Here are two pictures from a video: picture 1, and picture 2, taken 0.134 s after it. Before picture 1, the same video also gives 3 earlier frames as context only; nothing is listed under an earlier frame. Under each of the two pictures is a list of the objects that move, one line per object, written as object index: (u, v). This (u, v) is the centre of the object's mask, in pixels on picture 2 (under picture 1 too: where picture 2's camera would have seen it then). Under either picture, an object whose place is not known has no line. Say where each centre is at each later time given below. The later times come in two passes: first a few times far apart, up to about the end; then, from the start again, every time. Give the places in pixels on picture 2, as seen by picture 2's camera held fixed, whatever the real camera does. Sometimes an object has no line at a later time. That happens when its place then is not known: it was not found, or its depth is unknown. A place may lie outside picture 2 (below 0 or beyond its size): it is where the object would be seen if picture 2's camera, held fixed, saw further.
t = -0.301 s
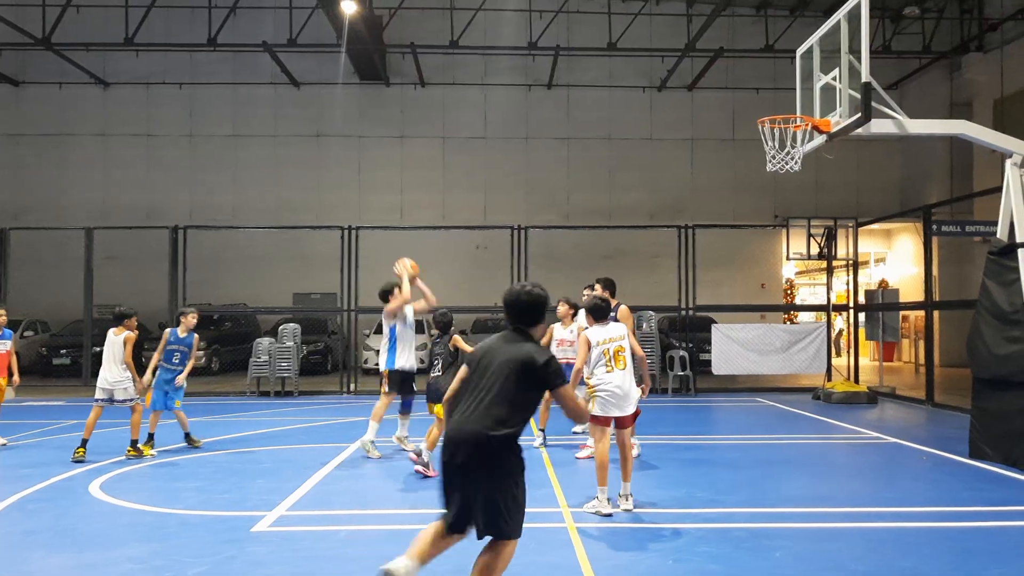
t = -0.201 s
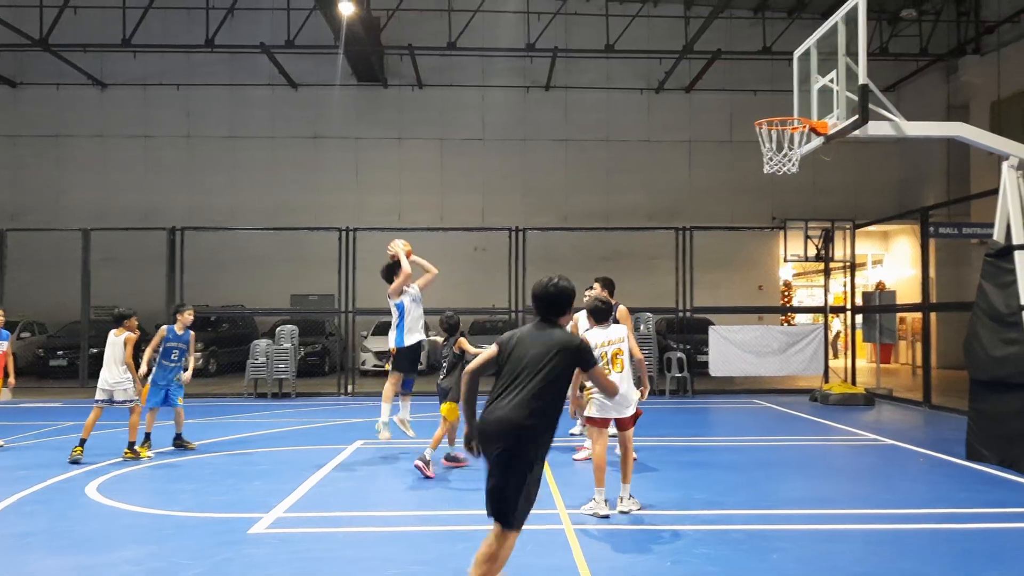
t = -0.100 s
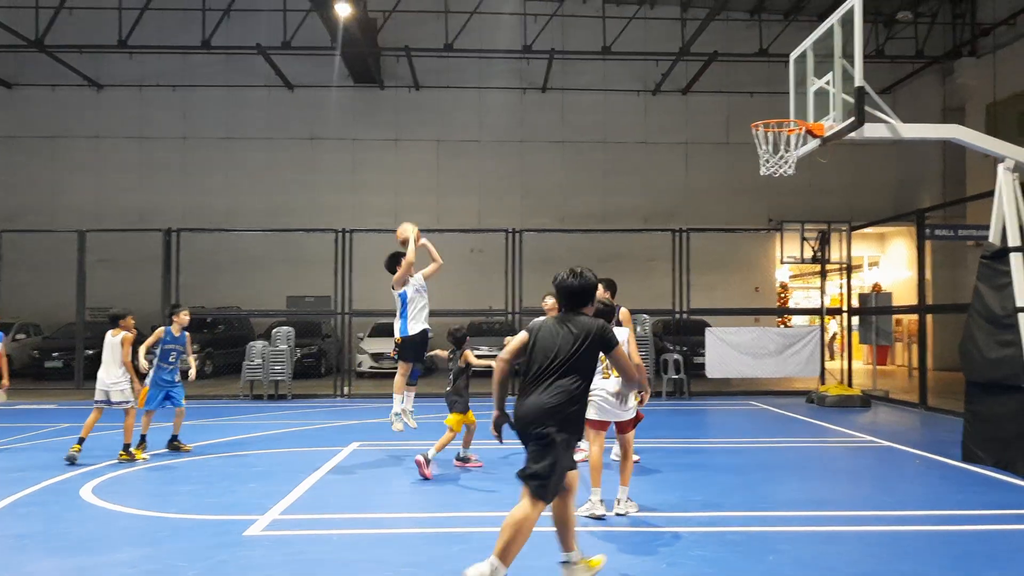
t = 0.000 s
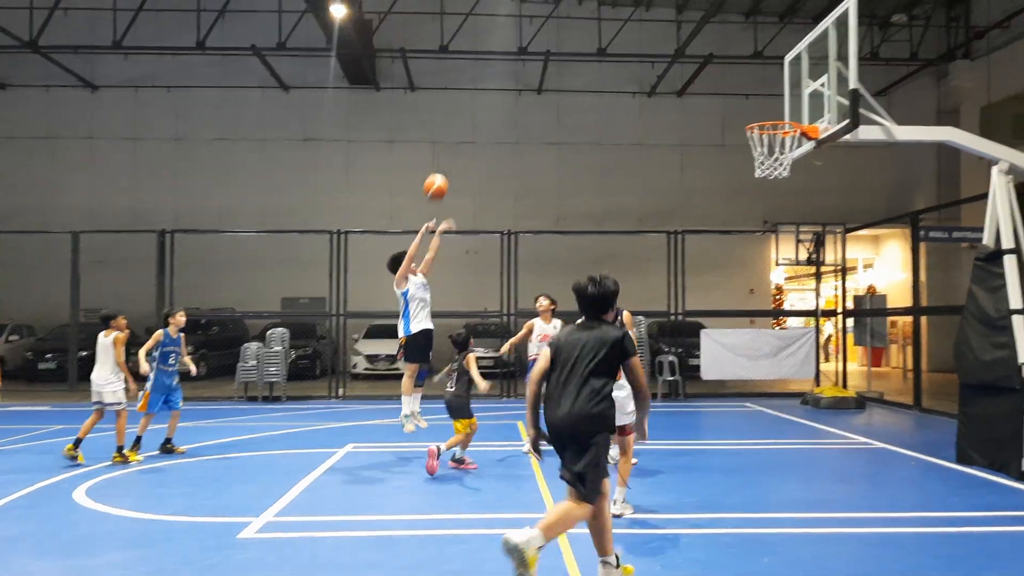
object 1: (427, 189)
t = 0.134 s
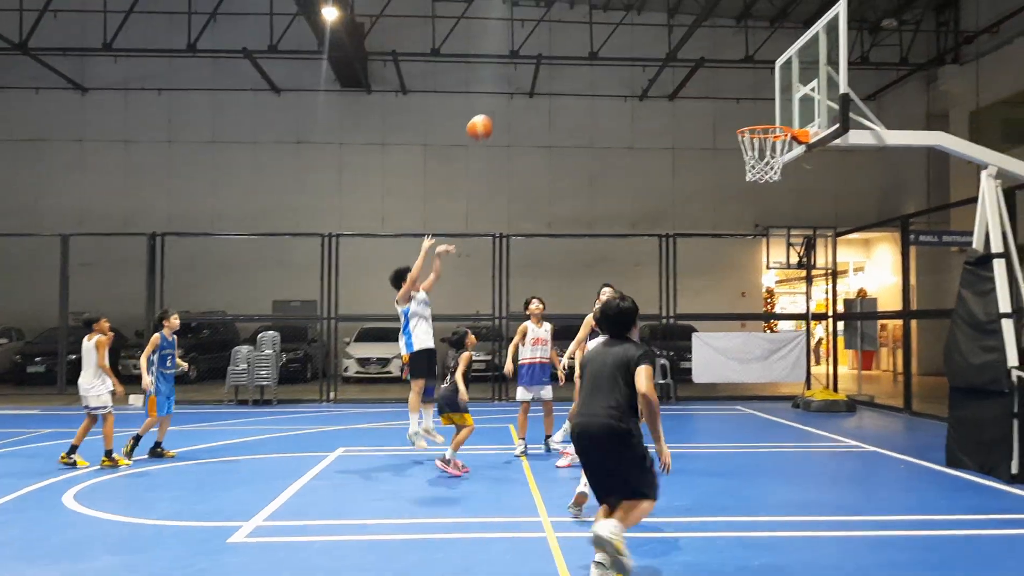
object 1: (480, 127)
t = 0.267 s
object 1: (533, 82)
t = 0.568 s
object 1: (658, 41)
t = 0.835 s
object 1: (776, 83)
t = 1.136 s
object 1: (738, 85)
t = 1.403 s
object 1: (674, 112)
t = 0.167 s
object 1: (493, 115)
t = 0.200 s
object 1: (506, 103)
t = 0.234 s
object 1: (520, 92)
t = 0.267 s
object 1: (533, 82)
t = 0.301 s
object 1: (547, 73)
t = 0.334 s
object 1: (560, 66)
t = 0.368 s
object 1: (574, 59)
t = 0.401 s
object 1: (588, 53)
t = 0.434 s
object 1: (602, 48)
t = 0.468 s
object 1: (616, 45)
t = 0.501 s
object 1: (630, 42)
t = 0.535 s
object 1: (644, 41)
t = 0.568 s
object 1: (658, 41)
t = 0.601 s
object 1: (672, 42)
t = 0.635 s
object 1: (686, 44)
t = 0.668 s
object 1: (701, 49)
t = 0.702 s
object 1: (716, 53)
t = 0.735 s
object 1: (730, 59)
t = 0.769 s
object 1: (745, 66)
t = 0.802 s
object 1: (760, 73)
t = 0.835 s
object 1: (776, 83)
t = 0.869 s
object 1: (792, 94)
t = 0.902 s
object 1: (796, 104)
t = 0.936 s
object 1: (784, 115)
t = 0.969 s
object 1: (777, 108)
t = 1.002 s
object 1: (769, 101)
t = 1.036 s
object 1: (761, 94)
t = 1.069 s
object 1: (753, 90)
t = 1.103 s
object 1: (746, 87)
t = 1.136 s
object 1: (738, 85)
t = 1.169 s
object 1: (731, 83)
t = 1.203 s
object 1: (723, 84)
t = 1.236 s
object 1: (715, 85)
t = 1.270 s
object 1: (708, 87)
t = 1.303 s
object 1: (700, 91)
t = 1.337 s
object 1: (691, 96)
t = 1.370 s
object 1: (682, 103)
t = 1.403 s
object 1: (674, 112)
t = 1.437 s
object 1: (667, 120)
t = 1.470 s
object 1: (658, 132)
